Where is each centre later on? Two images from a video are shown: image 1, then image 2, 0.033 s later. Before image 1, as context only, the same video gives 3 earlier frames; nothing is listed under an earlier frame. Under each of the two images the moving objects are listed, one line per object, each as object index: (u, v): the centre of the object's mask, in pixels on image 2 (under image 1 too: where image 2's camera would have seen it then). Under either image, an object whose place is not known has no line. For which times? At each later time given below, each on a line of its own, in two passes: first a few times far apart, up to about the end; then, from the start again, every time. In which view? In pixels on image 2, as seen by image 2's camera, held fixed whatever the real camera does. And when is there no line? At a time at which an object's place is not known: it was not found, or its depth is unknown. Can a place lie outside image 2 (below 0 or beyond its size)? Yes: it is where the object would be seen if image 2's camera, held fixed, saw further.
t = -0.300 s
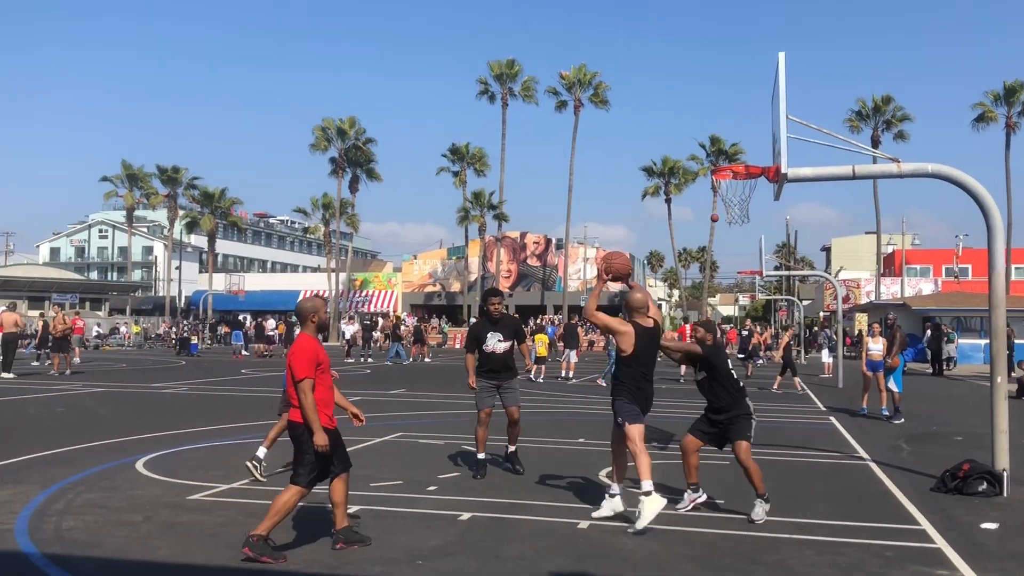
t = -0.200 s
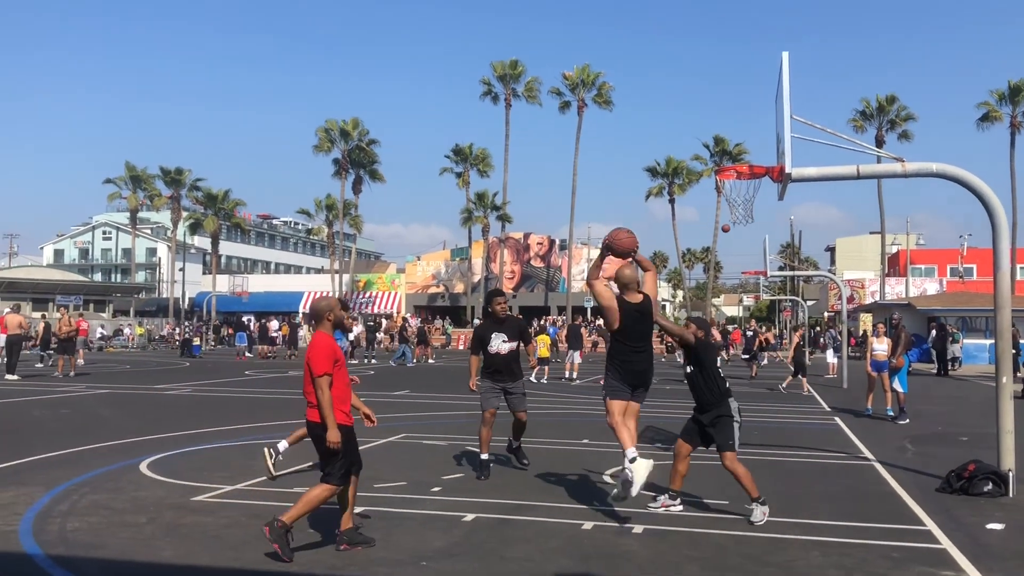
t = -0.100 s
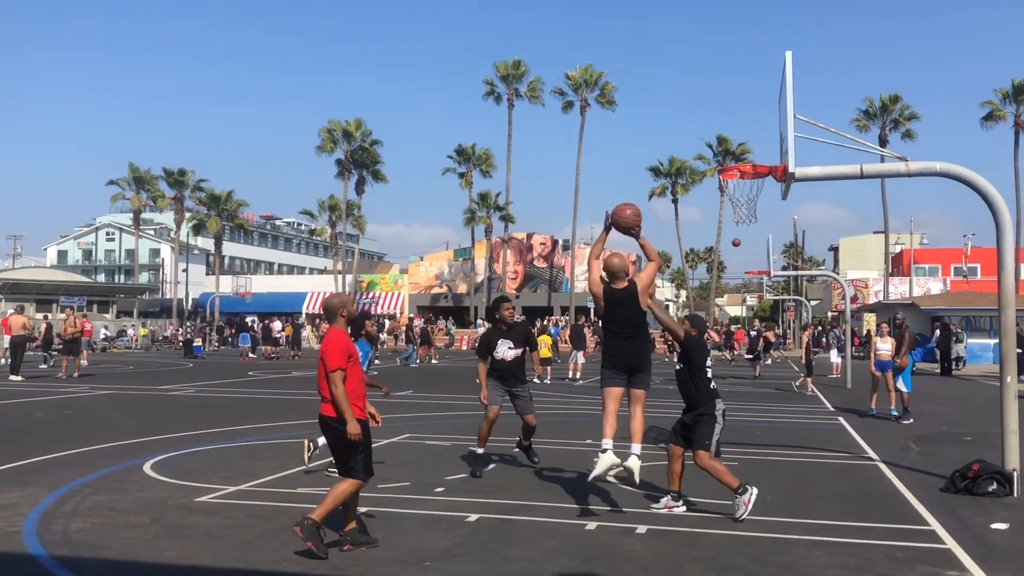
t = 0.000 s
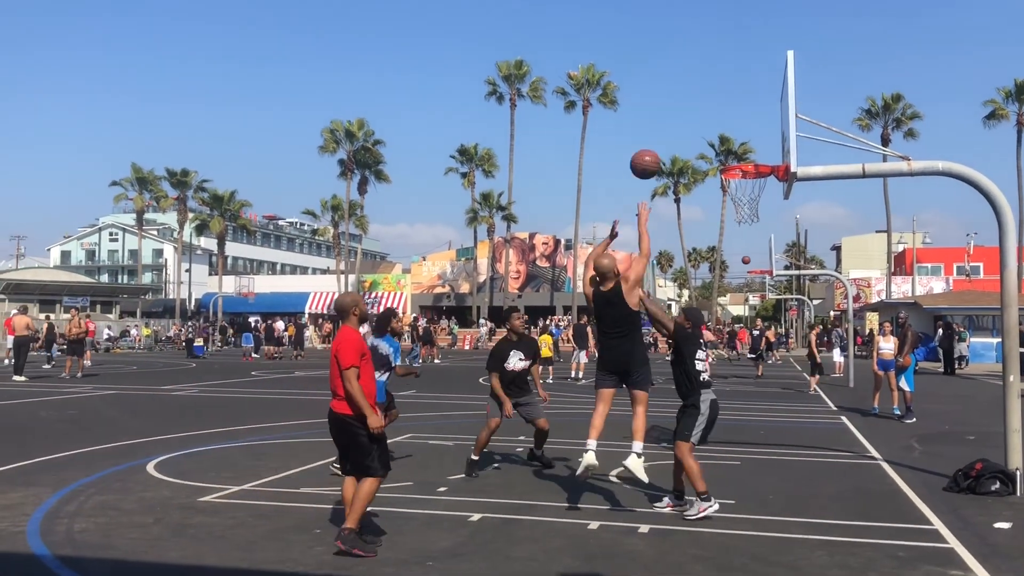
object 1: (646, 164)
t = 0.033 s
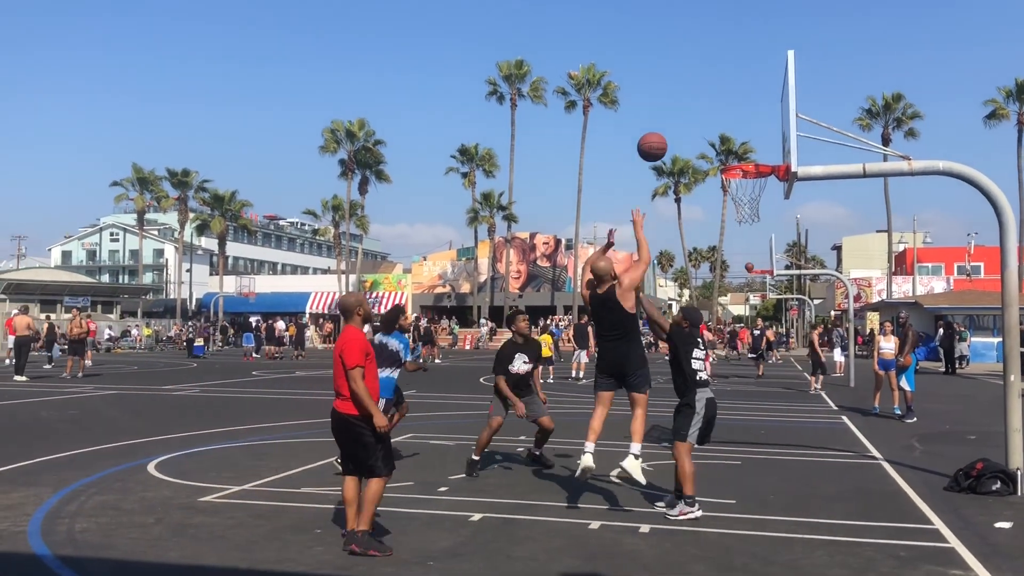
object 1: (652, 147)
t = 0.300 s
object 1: (699, 70)
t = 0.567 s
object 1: (738, 77)
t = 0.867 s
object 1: (771, 158)
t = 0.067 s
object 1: (658, 132)
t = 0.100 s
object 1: (664, 118)
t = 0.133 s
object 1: (671, 106)
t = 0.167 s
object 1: (677, 96)
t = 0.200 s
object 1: (682, 87)
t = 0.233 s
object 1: (688, 80)
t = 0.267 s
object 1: (693, 74)
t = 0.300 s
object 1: (699, 70)
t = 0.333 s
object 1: (704, 66)
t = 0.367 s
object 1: (709, 65)
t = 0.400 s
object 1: (714, 64)
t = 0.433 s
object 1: (719, 64)
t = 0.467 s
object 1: (724, 66)
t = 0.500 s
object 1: (729, 69)
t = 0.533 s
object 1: (733, 72)
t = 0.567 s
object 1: (738, 77)
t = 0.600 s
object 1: (742, 83)
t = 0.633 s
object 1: (747, 90)
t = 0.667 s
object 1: (751, 98)
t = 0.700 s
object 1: (755, 107)
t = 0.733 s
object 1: (759, 117)
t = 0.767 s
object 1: (763, 127)
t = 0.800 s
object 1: (767, 139)
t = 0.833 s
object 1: (771, 151)
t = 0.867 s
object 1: (771, 158)
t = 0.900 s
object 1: (770, 179)
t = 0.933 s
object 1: (768, 184)
